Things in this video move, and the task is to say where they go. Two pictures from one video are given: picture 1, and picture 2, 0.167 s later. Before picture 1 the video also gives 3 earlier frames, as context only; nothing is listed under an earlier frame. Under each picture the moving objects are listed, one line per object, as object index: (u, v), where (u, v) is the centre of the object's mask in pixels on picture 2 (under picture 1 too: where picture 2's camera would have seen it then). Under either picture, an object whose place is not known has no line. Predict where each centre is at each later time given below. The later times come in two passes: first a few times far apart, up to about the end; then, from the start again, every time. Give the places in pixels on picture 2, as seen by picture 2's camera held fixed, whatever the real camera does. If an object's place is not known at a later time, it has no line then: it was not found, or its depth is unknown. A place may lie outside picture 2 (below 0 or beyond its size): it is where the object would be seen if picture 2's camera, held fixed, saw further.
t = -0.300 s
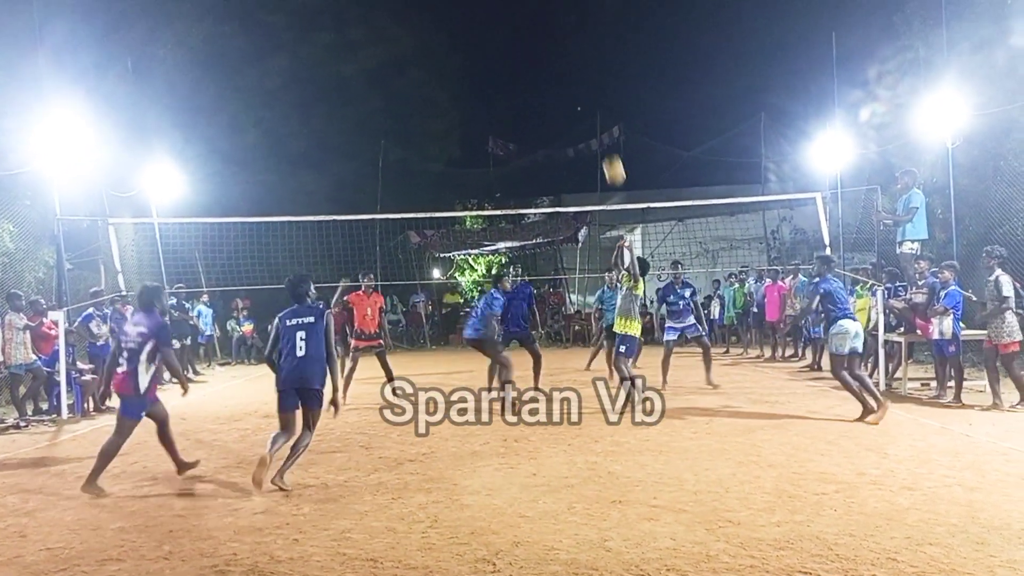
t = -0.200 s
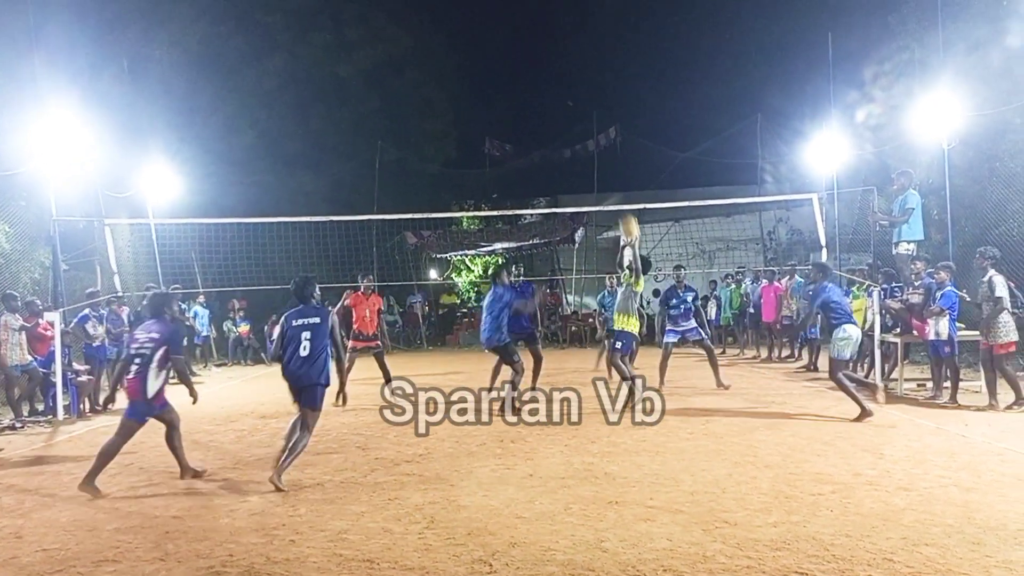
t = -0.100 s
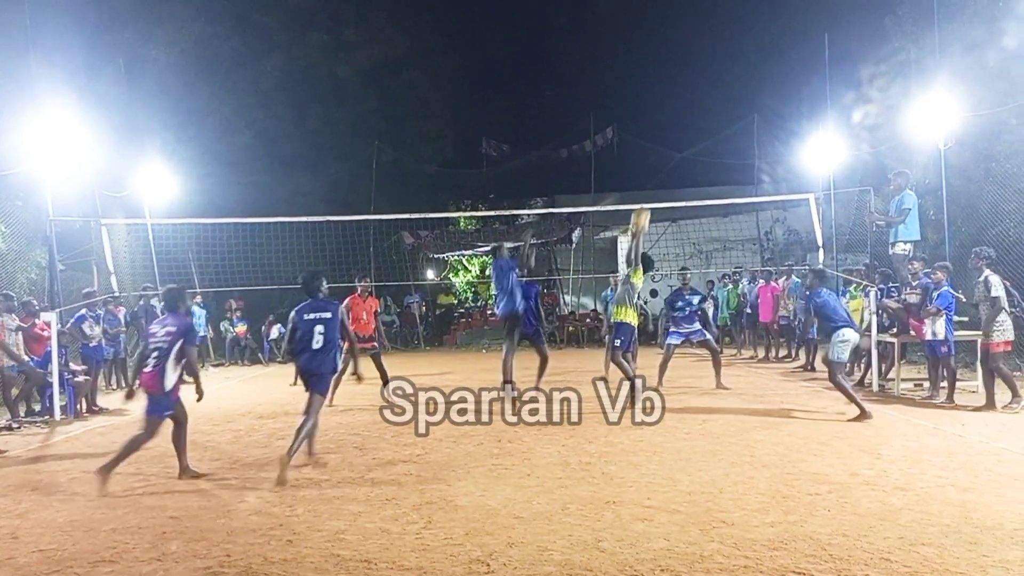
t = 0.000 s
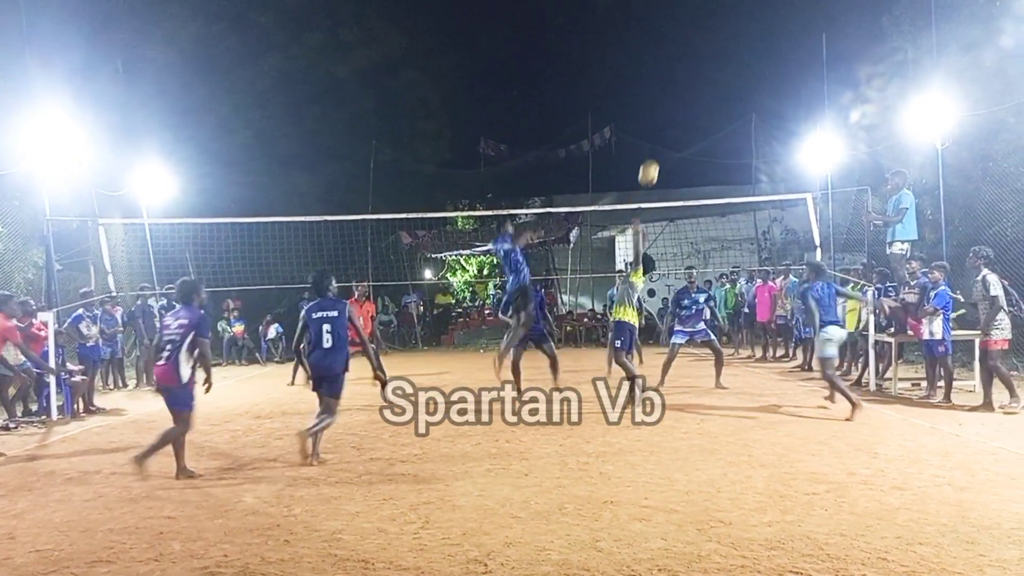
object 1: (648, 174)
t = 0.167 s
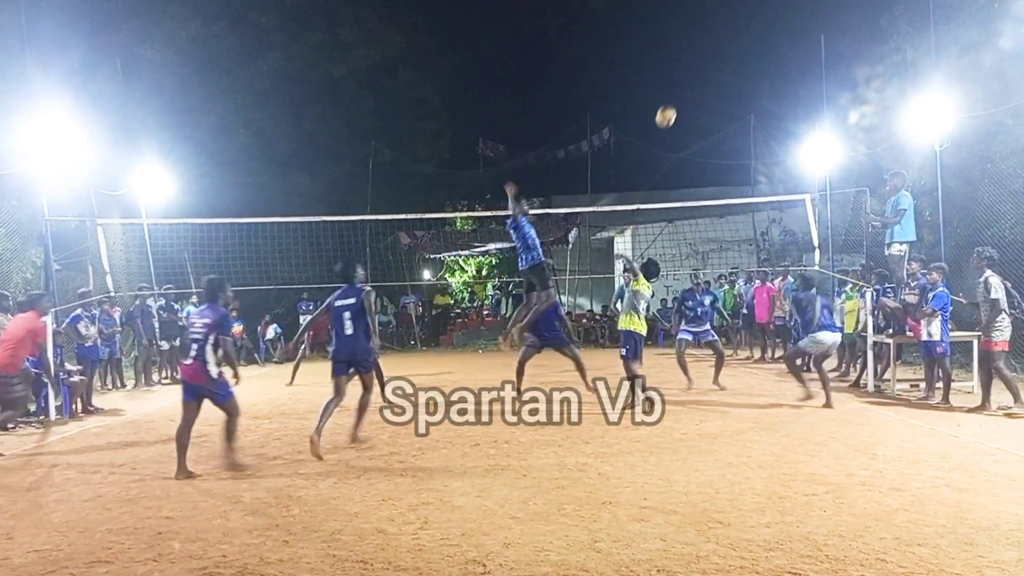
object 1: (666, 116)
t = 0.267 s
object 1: (677, 95)
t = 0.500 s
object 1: (704, 77)
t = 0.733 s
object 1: (730, 108)
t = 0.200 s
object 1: (669, 108)
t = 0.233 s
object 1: (673, 101)
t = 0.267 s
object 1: (677, 95)
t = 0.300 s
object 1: (681, 89)
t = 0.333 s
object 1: (685, 85)
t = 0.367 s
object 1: (688, 82)
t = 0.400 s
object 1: (692, 79)
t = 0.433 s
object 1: (696, 77)
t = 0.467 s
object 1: (700, 77)
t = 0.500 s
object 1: (704, 77)
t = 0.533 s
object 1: (708, 79)
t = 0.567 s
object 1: (711, 82)
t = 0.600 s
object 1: (715, 85)
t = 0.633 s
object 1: (719, 89)
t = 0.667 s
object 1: (722, 95)
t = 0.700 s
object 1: (726, 101)
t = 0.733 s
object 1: (730, 108)
